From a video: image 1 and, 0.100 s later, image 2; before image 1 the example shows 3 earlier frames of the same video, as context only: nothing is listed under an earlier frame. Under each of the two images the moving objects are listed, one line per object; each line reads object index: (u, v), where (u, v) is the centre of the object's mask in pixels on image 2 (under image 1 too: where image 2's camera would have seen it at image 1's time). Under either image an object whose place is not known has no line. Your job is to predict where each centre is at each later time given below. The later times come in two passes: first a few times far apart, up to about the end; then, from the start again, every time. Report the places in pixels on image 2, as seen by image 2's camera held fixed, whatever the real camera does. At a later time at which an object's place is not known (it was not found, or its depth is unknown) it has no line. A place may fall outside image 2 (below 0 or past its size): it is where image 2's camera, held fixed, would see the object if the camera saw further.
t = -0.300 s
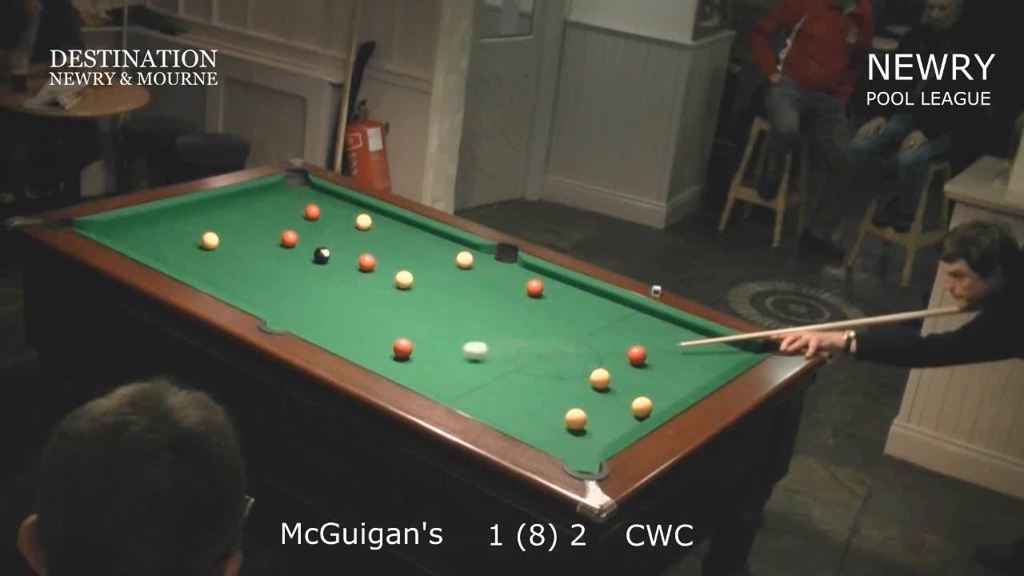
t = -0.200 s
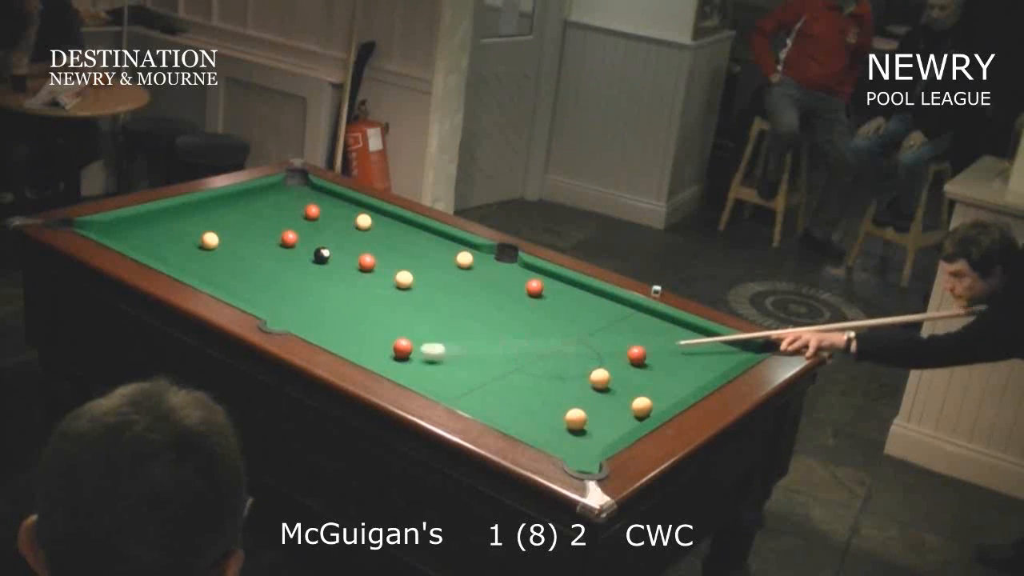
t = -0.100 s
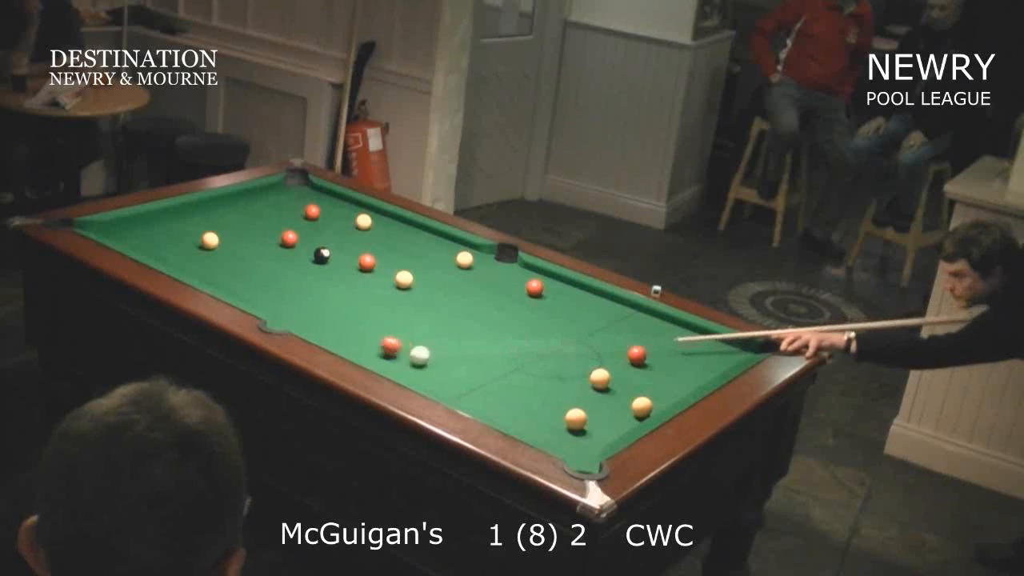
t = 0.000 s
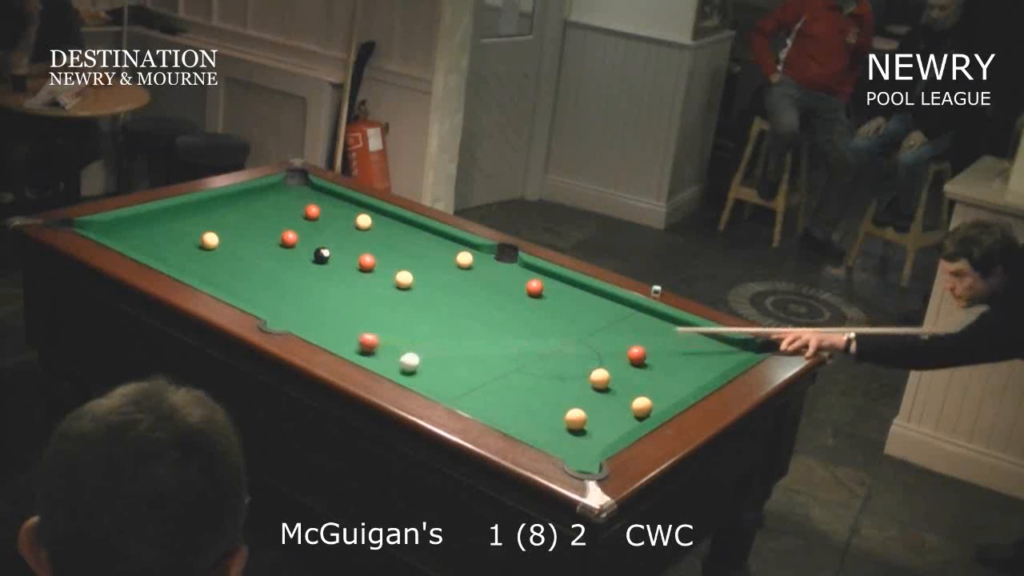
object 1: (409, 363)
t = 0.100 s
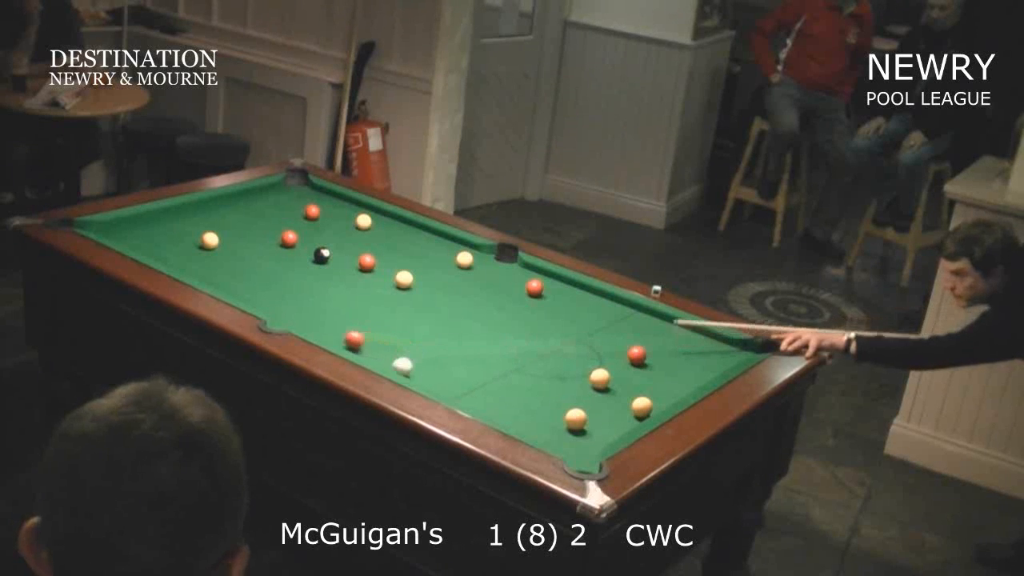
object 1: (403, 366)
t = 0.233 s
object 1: (401, 367)
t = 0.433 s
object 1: (417, 367)
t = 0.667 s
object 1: (434, 363)
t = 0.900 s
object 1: (450, 361)
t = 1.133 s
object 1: (463, 357)
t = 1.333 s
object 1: (473, 355)
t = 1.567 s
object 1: (483, 353)
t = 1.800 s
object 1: (491, 351)
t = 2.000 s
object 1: (496, 350)
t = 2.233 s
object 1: (500, 349)
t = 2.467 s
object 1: (503, 348)
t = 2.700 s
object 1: (504, 347)
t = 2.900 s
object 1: (504, 347)
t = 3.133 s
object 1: (504, 347)
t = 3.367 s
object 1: (505, 347)
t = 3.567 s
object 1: (505, 347)
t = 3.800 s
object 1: (505, 347)
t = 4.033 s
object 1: (505, 347)
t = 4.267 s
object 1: (505, 347)
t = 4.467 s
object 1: (505, 347)
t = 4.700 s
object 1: (504, 347)
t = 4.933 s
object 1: (505, 347)
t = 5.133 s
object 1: (505, 347)
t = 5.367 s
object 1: (505, 347)
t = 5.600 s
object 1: (505, 347)
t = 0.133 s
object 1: (400, 367)
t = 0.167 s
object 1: (397, 368)
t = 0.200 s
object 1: (399, 367)
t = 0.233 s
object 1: (401, 367)
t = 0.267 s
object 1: (403, 367)
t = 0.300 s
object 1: (406, 368)
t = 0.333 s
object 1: (409, 368)
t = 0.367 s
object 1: (412, 368)
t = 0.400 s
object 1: (415, 367)
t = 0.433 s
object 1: (417, 367)
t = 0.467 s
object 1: (419, 367)
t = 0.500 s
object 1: (422, 366)
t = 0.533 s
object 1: (425, 365)
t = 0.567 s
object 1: (428, 365)
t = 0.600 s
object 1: (431, 364)
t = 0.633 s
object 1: (432, 364)
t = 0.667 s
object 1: (434, 363)
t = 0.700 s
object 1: (436, 363)
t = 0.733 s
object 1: (439, 363)
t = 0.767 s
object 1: (442, 362)
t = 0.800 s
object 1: (445, 362)
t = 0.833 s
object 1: (446, 361)
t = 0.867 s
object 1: (448, 361)
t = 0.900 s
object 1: (450, 361)
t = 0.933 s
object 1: (452, 360)
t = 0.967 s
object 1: (455, 359)
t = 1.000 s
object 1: (457, 359)
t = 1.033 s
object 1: (458, 359)
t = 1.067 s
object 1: (459, 358)
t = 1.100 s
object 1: (461, 358)
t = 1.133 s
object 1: (463, 357)
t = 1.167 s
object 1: (466, 357)
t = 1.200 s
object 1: (467, 357)
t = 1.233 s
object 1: (469, 356)
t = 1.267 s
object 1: (470, 356)
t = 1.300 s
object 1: (471, 356)
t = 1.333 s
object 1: (473, 355)
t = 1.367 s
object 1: (475, 355)
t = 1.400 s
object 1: (477, 355)
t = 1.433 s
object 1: (478, 354)
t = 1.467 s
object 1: (479, 354)
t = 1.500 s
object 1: (480, 354)
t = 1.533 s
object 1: (482, 353)
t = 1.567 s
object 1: (483, 353)
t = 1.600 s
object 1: (485, 353)
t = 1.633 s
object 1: (486, 352)
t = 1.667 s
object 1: (487, 352)
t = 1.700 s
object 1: (488, 352)
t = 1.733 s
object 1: (489, 352)
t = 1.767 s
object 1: (490, 352)
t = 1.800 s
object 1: (491, 351)
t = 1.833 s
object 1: (492, 351)
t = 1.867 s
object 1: (493, 351)
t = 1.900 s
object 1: (494, 351)
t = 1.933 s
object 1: (494, 351)
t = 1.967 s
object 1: (495, 350)
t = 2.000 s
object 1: (496, 350)
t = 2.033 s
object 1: (497, 350)
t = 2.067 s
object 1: (497, 350)
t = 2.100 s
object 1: (498, 349)
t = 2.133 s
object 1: (499, 349)
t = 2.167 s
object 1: (499, 349)
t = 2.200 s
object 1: (500, 349)
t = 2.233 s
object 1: (500, 349)
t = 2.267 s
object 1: (501, 348)
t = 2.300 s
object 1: (501, 348)
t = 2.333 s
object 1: (502, 348)
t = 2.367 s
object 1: (502, 348)
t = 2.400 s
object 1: (503, 348)
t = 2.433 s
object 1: (503, 348)
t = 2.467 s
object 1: (503, 348)
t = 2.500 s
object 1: (503, 347)
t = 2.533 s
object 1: (503, 347)
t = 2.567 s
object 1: (504, 347)
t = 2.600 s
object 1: (504, 347)
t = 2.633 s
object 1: (504, 347)
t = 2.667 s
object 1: (504, 347)
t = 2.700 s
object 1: (504, 347)
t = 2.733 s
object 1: (504, 347)
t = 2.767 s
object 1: (504, 347)
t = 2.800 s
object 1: (504, 347)
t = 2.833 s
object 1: (504, 347)
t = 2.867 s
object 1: (504, 347)
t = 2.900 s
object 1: (504, 347)
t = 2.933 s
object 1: (504, 347)
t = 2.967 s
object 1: (504, 347)
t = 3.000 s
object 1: (505, 347)
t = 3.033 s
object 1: (505, 347)
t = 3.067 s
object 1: (504, 347)
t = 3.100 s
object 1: (504, 347)
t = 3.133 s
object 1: (504, 347)
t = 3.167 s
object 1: (505, 347)
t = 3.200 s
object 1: (505, 347)
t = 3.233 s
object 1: (504, 347)
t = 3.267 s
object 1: (504, 347)
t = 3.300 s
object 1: (505, 347)
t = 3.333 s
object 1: (505, 347)
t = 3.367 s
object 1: (505, 347)
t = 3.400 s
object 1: (505, 347)
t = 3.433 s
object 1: (505, 347)
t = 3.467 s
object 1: (505, 347)
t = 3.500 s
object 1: (505, 347)
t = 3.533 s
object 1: (505, 347)
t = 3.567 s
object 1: (505, 347)
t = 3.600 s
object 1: (505, 347)
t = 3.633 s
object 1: (505, 347)
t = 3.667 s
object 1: (505, 347)
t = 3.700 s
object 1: (505, 347)
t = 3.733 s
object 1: (505, 347)
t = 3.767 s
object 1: (505, 347)
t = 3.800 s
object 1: (505, 347)
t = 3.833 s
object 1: (505, 347)
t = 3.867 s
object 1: (505, 347)
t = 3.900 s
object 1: (505, 347)
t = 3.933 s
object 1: (505, 347)
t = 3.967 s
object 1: (505, 347)
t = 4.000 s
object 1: (505, 347)
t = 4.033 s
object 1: (505, 347)
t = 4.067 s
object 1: (505, 347)
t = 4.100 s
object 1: (505, 347)
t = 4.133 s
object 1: (505, 347)
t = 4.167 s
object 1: (505, 347)
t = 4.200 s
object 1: (505, 347)
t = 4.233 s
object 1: (505, 347)
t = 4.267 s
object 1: (505, 347)
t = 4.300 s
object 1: (505, 347)
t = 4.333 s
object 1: (505, 347)
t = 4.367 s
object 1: (505, 347)
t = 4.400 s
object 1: (505, 347)
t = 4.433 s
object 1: (505, 347)
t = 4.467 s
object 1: (505, 347)
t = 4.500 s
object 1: (505, 347)
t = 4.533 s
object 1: (505, 347)
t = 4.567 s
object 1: (505, 347)
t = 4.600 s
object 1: (505, 347)
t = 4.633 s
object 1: (505, 347)
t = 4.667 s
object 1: (505, 347)
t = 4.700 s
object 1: (504, 347)
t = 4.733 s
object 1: (504, 347)
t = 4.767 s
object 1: (504, 347)
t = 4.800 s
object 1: (505, 347)
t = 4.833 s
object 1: (505, 347)
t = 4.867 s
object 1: (505, 347)
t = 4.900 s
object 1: (505, 347)
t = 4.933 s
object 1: (505, 347)
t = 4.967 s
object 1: (505, 347)
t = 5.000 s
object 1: (505, 347)
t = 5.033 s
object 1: (505, 347)
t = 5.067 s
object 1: (505, 347)
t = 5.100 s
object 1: (505, 347)
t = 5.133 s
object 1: (505, 347)
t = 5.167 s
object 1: (505, 347)
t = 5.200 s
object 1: (505, 347)
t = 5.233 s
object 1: (505, 347)
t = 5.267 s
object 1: (505, 347)
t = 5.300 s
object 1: (505, 347)
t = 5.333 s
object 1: (504, 347)
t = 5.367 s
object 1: (505, 347)
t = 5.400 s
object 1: (505, 347)
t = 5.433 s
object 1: (505, 347)
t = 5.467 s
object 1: (505, 347)
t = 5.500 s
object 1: (505, 347)
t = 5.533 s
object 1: (505, 347)
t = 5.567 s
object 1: (505, 347)
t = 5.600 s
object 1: (505, 347)
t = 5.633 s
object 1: (505, 347)
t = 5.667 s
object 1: (504, 347)
